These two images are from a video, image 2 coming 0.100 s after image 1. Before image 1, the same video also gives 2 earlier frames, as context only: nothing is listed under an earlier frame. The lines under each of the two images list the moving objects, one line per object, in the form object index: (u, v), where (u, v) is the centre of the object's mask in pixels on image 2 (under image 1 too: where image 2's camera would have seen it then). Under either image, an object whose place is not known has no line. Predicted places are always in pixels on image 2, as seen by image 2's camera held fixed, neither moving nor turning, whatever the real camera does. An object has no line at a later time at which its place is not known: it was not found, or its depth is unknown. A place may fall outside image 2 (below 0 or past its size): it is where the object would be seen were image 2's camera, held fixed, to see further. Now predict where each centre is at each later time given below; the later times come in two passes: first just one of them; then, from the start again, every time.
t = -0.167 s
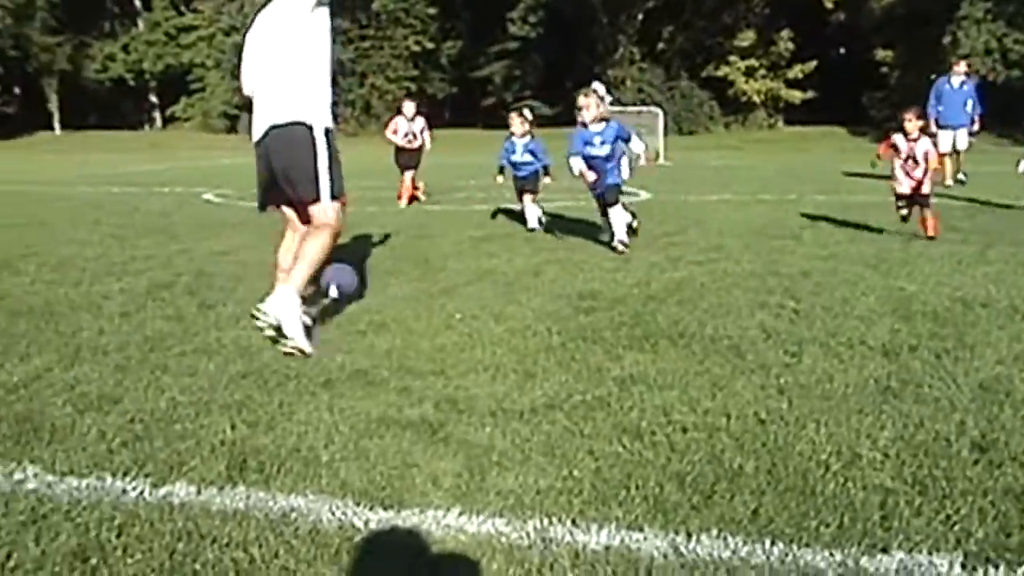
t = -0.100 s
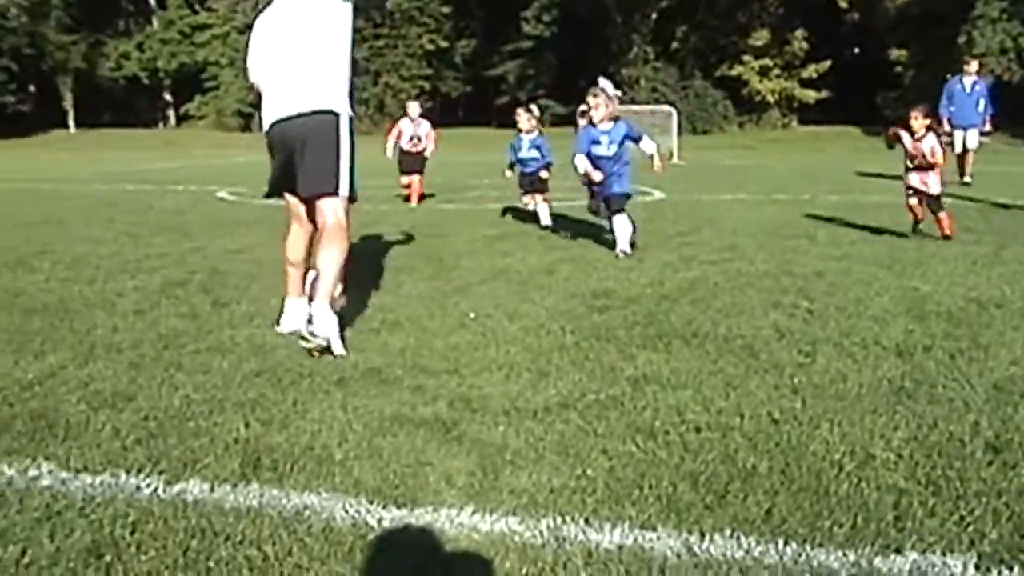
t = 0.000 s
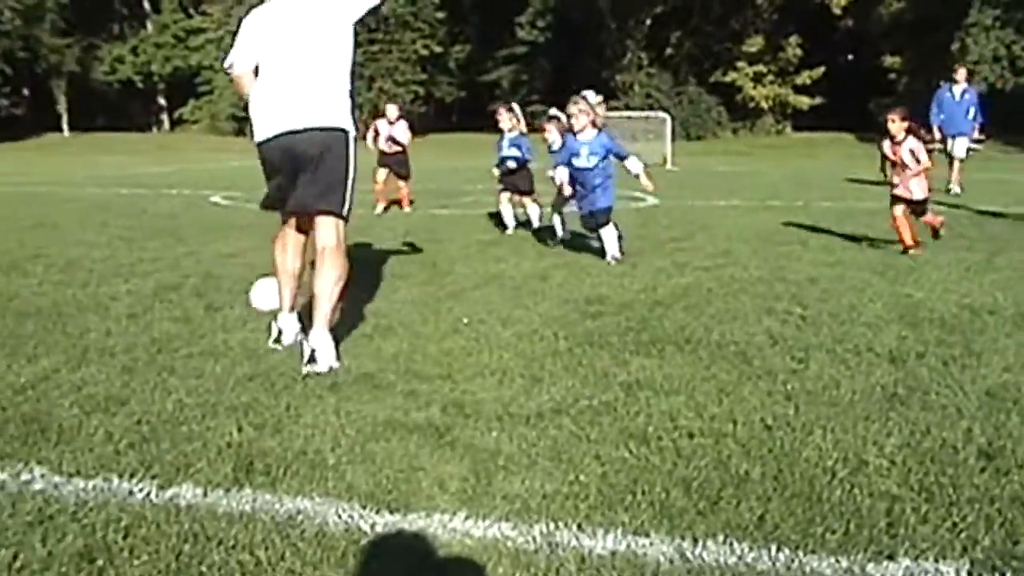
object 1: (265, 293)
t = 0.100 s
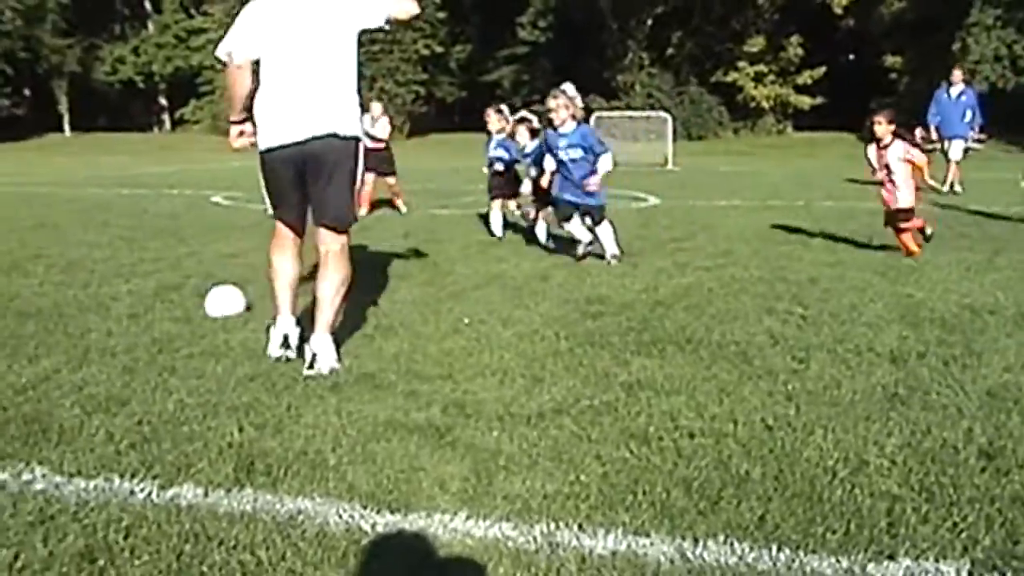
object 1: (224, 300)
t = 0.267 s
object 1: (148, 311)
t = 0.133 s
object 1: (209, 304)
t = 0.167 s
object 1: (194, 306)
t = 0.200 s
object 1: (178, 308)
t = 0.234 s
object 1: (164, 310)
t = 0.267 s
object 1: (148, 311)
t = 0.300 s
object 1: (135, 310)
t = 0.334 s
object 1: (121, 310)
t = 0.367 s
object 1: (108, 312)
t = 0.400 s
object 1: (94, 314)
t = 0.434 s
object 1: (80, 317)
